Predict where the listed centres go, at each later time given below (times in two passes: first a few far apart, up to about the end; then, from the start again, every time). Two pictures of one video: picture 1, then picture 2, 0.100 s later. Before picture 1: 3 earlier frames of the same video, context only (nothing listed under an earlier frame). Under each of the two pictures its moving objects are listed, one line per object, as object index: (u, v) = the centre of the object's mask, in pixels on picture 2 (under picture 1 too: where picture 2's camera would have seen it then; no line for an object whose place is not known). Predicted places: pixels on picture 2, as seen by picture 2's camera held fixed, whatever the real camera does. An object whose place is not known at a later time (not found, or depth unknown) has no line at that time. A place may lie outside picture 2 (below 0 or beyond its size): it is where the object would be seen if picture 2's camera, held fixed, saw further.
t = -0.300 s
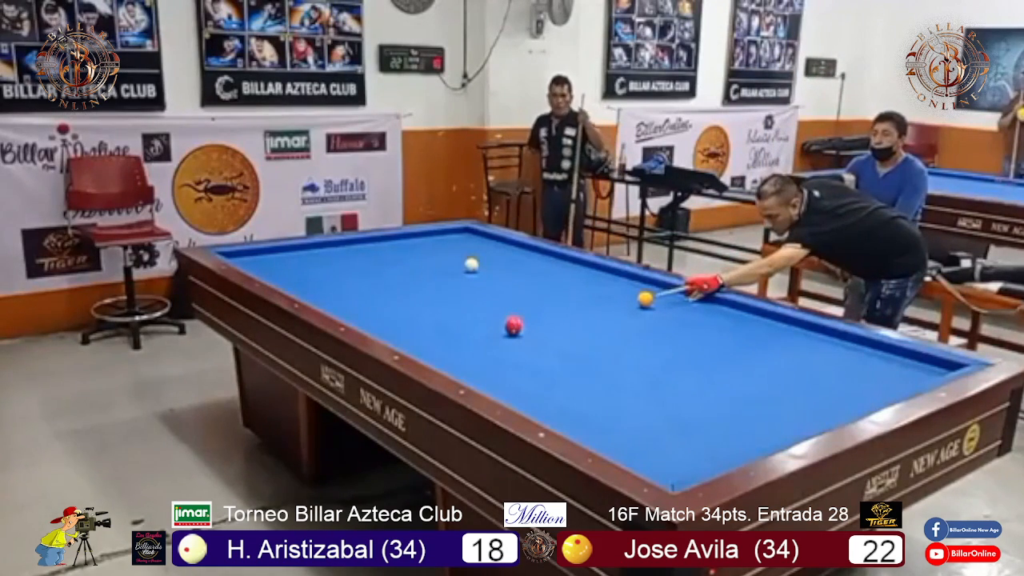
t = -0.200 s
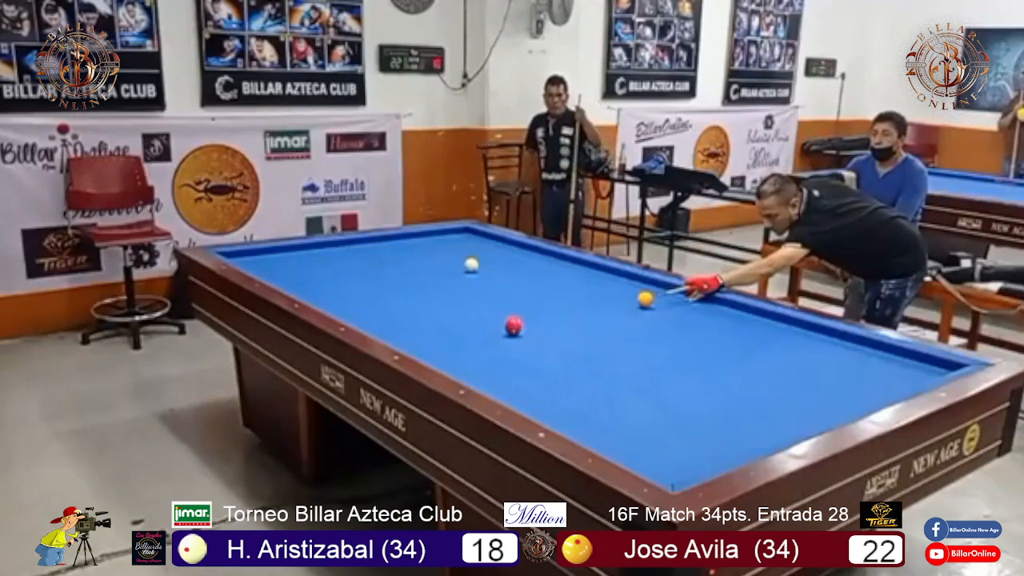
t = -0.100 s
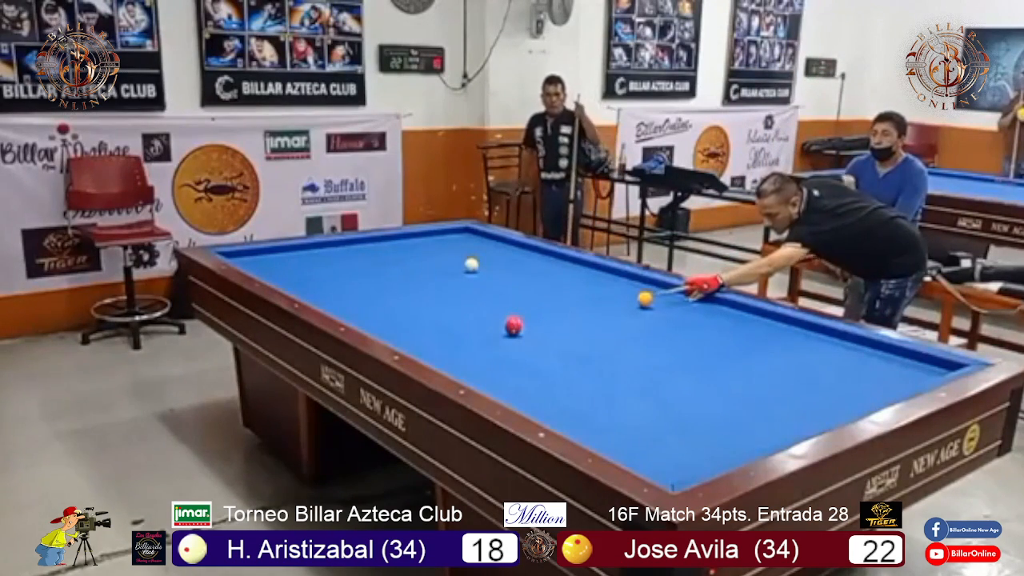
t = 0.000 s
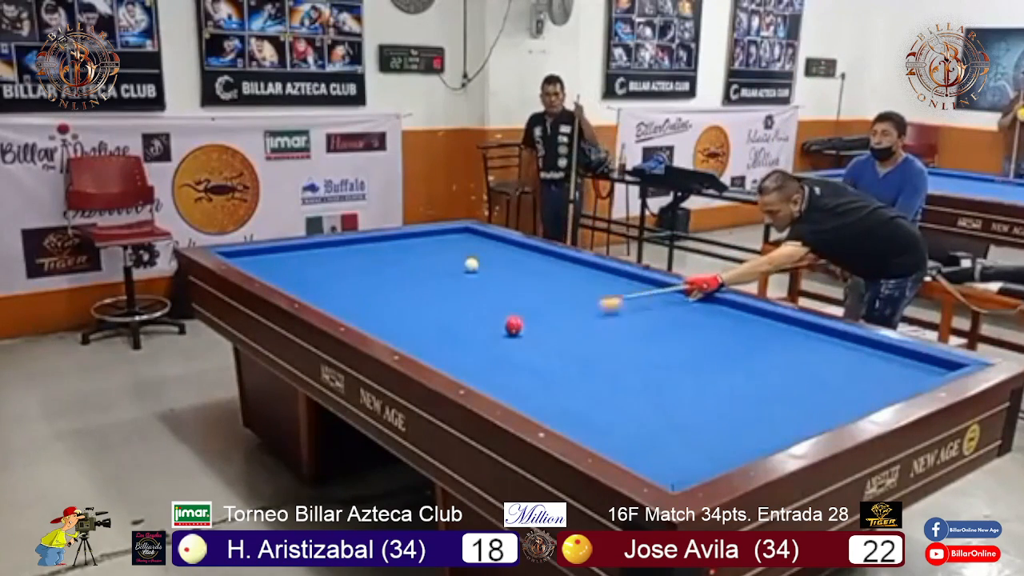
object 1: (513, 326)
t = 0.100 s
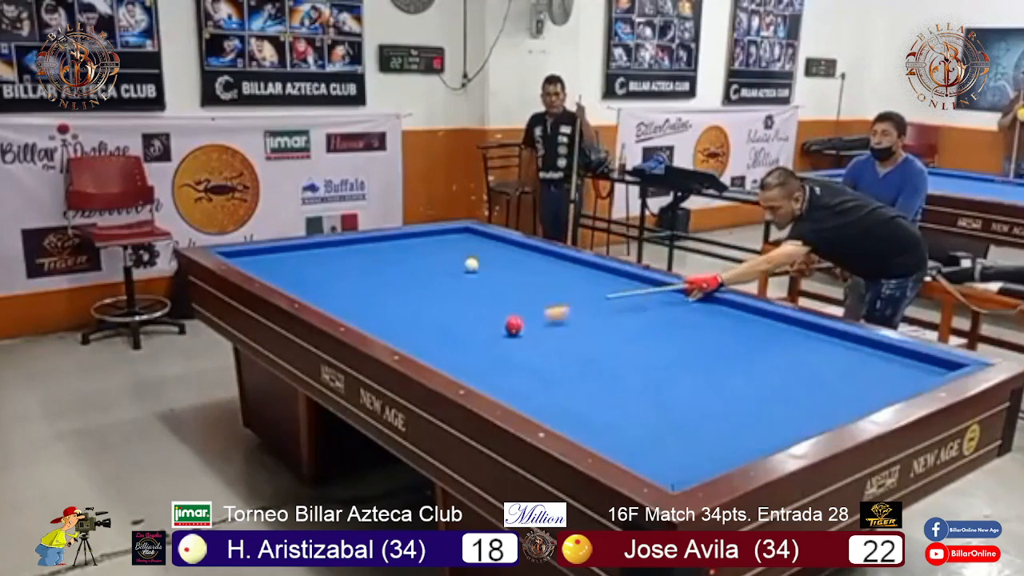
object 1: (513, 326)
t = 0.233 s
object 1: (502, 336)
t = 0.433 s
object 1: (470, 365)
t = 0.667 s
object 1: (515, 372)
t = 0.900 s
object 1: (572, 373)
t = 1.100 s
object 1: (619, 375)
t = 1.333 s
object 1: (675, 376)
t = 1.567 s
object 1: (730, 378)
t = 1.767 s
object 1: (775, 379)
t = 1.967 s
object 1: (821, 381)
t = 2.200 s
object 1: (873, 382)
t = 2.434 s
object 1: (911, 379)
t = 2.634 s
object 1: (911, 371)
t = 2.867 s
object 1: (910, 360)
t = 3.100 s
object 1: (905, 353)
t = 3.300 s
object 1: (882, 349)
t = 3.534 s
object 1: (857, 348)
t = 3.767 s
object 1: (832, 346)
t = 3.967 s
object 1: (813, 344)
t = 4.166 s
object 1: (794, 342)
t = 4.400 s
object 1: (773, 341)
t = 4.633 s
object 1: (753, 340)
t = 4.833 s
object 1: (737, 338)
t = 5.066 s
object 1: (719, 336)
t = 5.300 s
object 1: (701, 335)
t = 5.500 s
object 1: (687, 334)
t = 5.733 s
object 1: (671, 333)
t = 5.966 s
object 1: (656, 332)
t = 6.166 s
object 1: (644, 331)
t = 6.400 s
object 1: (631, 330)
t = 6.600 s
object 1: (620, 329)
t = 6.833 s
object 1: (608, 328)
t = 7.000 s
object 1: (601, 327)
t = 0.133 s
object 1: (514, 326)
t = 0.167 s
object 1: (513, 327)
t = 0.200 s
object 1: (508, 331)
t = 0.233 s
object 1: (502, 336)
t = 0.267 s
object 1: (496, 342)
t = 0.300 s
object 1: (491, 346)
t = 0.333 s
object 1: (485, 351)
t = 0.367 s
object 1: (480, 356)
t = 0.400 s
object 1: (475, 361)
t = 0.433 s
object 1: (470, 365)
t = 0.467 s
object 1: (466, 367)
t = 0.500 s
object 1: (468, 369)
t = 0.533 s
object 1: (478, 371)
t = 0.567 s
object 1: (487, 372)
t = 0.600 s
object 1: (498, 371)
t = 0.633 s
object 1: (506, 371)
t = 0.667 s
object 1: (515, 372)
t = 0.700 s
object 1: (523, 372)
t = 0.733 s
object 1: (532, 372)
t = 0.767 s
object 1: (540, 372)
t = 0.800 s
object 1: (549, 372)
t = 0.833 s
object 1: (556, 373)
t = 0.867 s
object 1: (564, 373)
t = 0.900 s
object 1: (572, 373)
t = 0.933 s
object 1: (580, 373)
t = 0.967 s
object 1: (588, 373)
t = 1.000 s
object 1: (596, 374)
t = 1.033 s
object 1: (604, 374)
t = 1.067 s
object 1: (612, 374)
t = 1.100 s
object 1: (619, 375)
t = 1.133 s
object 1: (628, 375)
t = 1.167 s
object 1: (635, 375)
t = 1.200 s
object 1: (644, 376)
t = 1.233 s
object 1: (652, 375)
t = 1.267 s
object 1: (660, 376)
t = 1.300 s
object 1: (668, 376)
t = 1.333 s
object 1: (675, 376)
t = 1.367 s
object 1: (683, 377)
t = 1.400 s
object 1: (691, 377)
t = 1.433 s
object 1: (699, 377)
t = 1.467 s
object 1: (707, 377)
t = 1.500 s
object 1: (714, 377)
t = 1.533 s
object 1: (722, 378)
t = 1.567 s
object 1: (730, 378)
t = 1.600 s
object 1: (737, 378)
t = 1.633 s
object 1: (744, 378)
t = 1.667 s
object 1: (752, 378)
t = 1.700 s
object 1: (760, 379)
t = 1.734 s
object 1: (767, 379)
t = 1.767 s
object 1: (775, 379)
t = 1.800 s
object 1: (783, 379)
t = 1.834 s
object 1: (791, 379)
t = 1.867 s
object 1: (798, 380)
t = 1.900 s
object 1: (806, 380)
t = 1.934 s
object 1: (814, 380)
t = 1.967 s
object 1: (821, 381)
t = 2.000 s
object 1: (829, 381)
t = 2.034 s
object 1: (836, 381)
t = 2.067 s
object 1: (844, 381)
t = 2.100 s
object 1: (851, 381)
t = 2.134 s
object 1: (858, 382)
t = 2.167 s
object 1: (866, 382)
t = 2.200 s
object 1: (873, 382)
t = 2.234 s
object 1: (880, 383)
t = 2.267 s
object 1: (888, 383)
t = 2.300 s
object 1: (895, 382)
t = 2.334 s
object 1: (903, 381)
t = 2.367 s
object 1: (909, 380)
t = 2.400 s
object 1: (911, 379)
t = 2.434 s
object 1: (911, 379)
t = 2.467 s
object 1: (910, 378)
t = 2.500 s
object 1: (911, 377)
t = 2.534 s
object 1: (910, 375)
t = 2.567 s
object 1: (911, 374)
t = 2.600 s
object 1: (910, 373)
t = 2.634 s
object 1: (911, 371)
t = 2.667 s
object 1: (910, 370)
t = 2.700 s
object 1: (910, 368)
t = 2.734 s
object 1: (910, 367)
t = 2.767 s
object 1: (910, 365)
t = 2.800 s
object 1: (910, 363)
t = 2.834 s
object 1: (910, 362)
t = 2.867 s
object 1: (910, 360)
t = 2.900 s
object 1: (910, 359)
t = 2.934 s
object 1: (910, 358)
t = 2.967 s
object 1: (910, 356)
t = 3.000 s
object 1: (910, 355)
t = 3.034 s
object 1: (909, 354)
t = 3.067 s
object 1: (908, 353)
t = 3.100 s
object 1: (905, 353)
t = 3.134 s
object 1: (901, 351)
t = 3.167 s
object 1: (897, 351)
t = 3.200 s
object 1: (894, 350)
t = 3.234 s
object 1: (889, 350)
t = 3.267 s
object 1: (886, 349)
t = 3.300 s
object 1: (882, 349)
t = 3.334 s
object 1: (878, 349)
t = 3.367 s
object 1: (875, 349)
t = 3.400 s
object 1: (871, 349)
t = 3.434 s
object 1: (867, 349)
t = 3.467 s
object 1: (864, 348)
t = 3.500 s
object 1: (860, 348)
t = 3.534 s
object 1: (857, 348)
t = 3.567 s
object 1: (853, 348)
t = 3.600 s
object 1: (850, 347)
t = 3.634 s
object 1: (846, 347)
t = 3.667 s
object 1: (843, 347)
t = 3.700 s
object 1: (840, 347)
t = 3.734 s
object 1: (836, 346)
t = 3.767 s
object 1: (832, 346)
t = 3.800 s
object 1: (829, 346)
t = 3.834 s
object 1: (827, 345)
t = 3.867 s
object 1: (823, 345)
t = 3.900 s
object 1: (820, 344)
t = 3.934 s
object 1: (816, 344)
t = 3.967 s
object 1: (813, 344)
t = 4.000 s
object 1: (810, 344)
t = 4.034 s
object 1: (807, 344)
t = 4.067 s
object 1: (803, 343)
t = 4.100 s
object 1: (800, 343)
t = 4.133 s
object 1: (797, 342)
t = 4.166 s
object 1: (794, 342)
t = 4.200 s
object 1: (791, 342)
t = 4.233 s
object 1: (788, 342)
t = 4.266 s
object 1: (785, 342)
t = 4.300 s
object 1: (782, 342)
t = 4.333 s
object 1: (779, 341)
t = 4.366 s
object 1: (776, 341)
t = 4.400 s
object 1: (773, 341)
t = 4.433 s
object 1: (770, 341)
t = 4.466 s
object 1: (767, 341)
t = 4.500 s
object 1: (764, 341)
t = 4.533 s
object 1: (761, 340)
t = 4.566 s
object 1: (758, 340)
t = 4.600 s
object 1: (756, 340)
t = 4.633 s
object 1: (753, 340)
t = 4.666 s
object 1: (750, 339)
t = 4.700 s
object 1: (747, 339)
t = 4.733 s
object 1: (744, 339)
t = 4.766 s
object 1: (742, 339)
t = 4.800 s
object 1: (739, 338)
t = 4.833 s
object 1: (737, 338)
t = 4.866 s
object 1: (734, 338)
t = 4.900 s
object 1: (731, 338)
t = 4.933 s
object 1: (728, 338)
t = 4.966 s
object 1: (726, 337)
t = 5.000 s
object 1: (723, 337)
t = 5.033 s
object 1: (721, 337)
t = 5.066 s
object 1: (719, 336)
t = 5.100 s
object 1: (716, 336)
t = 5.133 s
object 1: (713, 336)
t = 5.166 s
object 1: (710, 336)
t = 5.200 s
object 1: (708, 336)
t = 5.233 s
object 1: (706, 335)
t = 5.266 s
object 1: (703, 335)
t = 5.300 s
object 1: (701, 335)
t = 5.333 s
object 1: (698, 335)
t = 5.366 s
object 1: (696, 335)
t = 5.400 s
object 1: (693, 335)
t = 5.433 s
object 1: (691, 335)
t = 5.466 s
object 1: (689, 334)
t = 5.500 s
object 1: (687, 334)
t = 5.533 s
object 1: (684, 334)
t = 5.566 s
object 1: (682, 334)
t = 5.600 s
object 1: (680, 334)
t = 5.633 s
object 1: (677, 334)
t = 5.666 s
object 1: (675, 333)
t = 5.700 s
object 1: (673, 333)
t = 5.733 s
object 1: (671, 333)
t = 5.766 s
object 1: (668, 333)
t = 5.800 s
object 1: (666, 333)
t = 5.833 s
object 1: (664, 333)
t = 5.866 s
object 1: (662, 333)
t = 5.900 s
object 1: (660, 332)
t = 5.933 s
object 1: (658, 332)
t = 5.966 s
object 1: (656, 332)
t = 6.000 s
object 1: (654, 332)
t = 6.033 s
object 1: (652, 332)
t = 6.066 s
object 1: (650, 331)
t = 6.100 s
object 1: (648, 331)
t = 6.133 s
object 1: (646, 331)
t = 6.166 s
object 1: (644, 331)
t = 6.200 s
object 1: (642, 331)
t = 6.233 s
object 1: (640, 331)
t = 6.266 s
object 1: (639, 330)
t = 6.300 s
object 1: (636, 330)
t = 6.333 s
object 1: (635, 330)
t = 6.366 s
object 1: (633, 330)
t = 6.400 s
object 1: (631, 330)
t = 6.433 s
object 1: (629, 330)
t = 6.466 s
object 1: (627, 330)
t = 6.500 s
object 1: (626, 329)
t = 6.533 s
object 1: (624, 329)
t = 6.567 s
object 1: (622, 329)
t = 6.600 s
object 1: (620, 329)
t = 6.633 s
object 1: (618, 328)
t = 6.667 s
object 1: (617, 328)
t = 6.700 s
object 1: (615, 328)
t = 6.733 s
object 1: (613, 328)
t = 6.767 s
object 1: (612, 328)
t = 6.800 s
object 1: (610, 327)
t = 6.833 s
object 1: (608, 328)
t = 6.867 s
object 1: (607, 327)
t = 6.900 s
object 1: (605, 327)
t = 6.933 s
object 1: (603, 327)
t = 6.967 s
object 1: (602, 327)
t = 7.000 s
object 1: (601, 327)
